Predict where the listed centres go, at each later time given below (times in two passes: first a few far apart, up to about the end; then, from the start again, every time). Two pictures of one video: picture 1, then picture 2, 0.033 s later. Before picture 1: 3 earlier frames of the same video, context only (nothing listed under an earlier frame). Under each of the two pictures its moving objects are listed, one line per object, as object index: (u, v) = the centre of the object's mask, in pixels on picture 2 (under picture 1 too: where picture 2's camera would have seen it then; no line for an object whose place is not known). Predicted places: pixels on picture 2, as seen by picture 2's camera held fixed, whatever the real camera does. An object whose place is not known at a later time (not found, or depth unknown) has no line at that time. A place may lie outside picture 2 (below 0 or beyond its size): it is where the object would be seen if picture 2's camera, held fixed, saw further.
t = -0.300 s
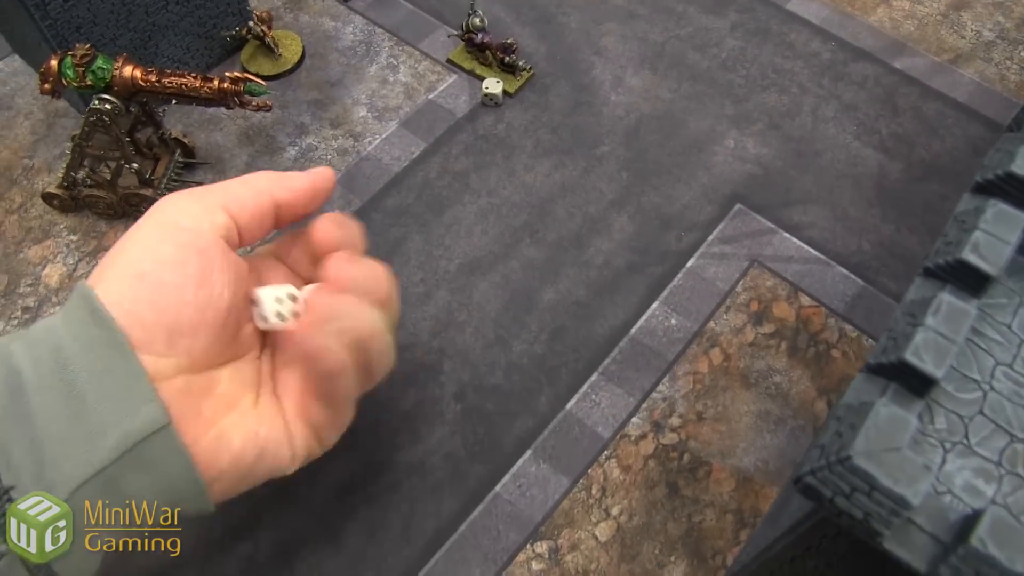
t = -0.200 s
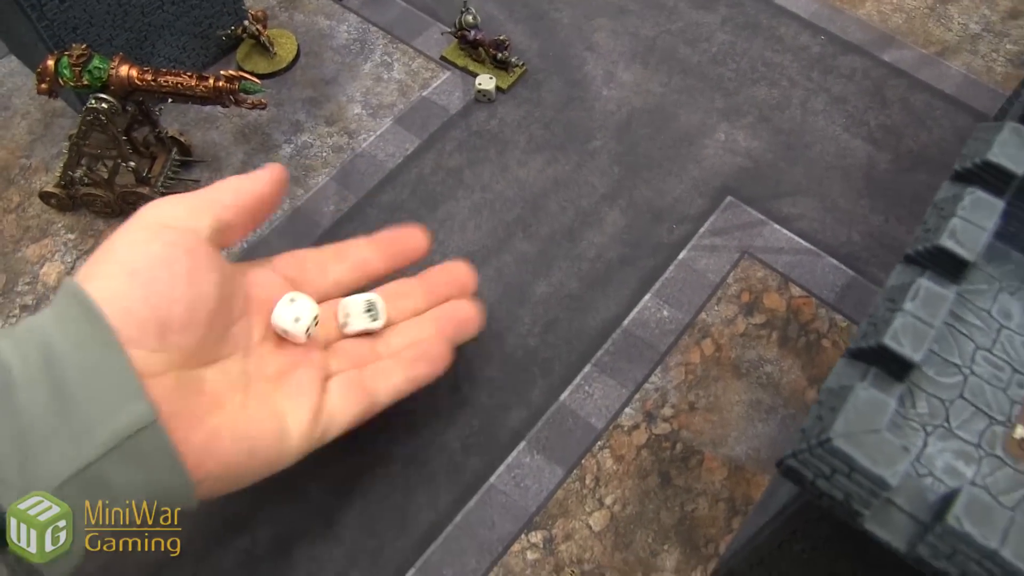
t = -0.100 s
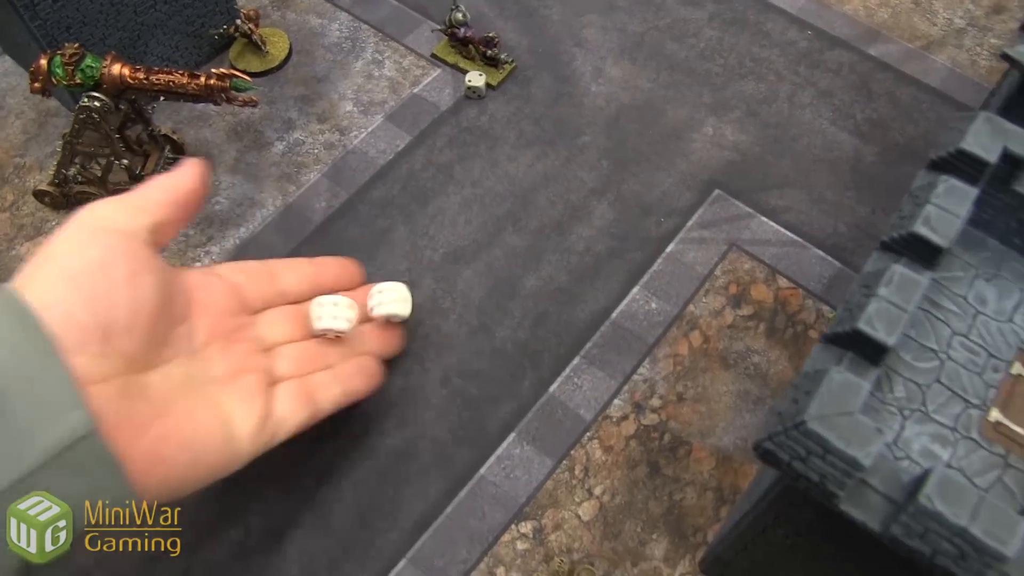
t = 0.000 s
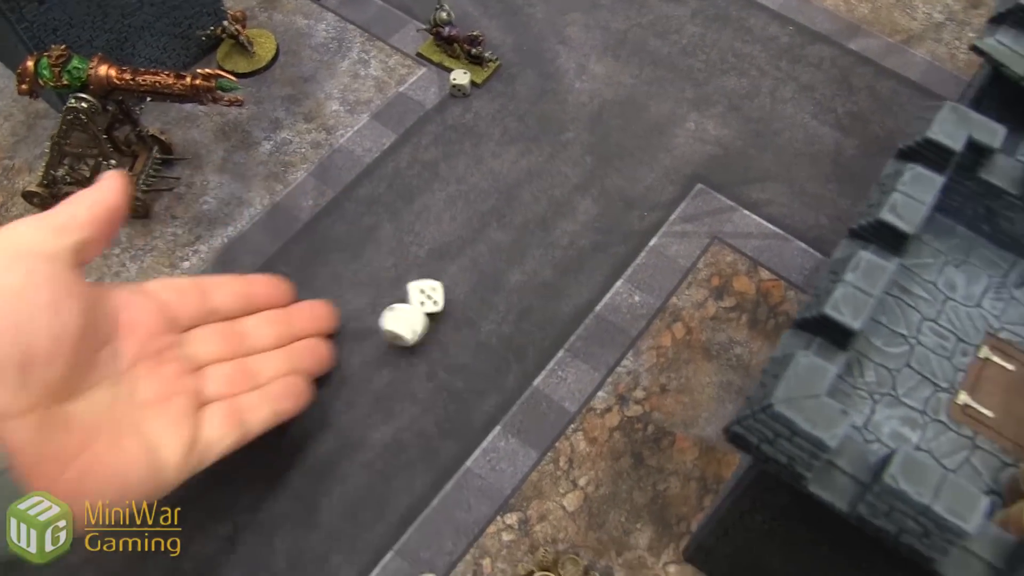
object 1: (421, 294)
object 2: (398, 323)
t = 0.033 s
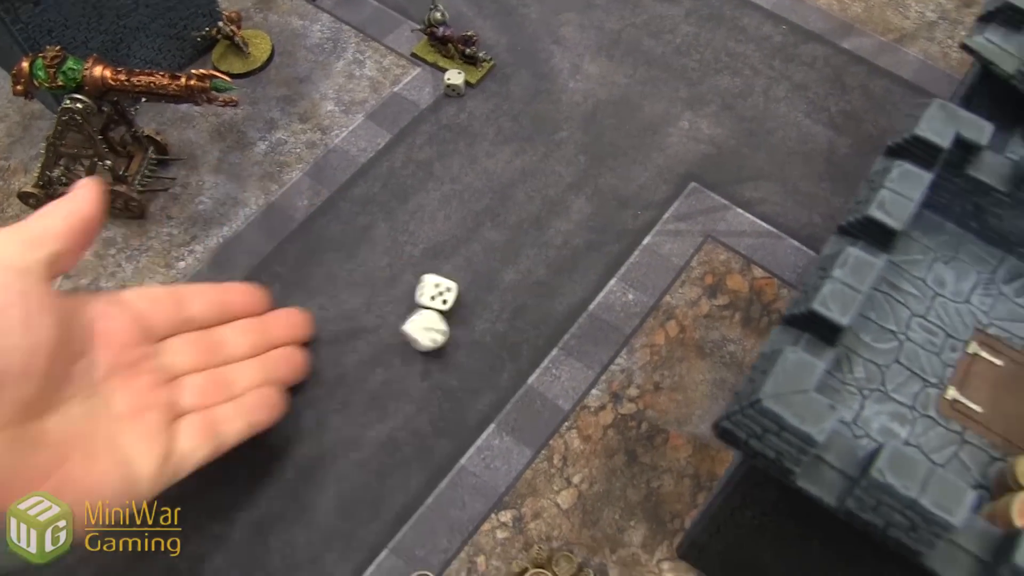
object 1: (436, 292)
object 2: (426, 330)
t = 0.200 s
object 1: (506, 278)
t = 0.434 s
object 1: (511, 275)
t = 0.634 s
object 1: (511, 275)
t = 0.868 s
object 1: (511, 275)
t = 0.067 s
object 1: (452, 288)
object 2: (448, 333)
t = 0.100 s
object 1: (465, 286)
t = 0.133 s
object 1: (482, 285)
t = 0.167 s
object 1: (496, 281)
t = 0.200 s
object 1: (506, 278)
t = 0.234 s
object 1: (511, 276)
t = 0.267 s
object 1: (512, 276)
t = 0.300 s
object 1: (511, 276)
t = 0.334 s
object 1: (512, 276)
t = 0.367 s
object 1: (511, 276)
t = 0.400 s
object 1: (511, 275)
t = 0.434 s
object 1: (511, 275)
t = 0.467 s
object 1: (512, 275)
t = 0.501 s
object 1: (511, 275)
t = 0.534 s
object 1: (511, 275)
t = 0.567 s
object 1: (511, 275)
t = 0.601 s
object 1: (511, 275)
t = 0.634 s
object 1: (511, 275)
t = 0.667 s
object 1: (511, 275)
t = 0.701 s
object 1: (511, 275)
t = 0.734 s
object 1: (511, 275)
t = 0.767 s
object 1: (511, 275)
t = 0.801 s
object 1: (511, 275)
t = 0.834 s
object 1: (511, 275)
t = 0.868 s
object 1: (511, 275)
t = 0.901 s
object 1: (511, 275)
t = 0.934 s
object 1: (511, 275)
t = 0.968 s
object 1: (511, 275)
